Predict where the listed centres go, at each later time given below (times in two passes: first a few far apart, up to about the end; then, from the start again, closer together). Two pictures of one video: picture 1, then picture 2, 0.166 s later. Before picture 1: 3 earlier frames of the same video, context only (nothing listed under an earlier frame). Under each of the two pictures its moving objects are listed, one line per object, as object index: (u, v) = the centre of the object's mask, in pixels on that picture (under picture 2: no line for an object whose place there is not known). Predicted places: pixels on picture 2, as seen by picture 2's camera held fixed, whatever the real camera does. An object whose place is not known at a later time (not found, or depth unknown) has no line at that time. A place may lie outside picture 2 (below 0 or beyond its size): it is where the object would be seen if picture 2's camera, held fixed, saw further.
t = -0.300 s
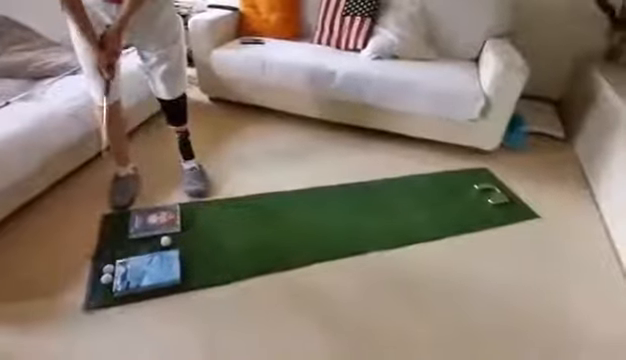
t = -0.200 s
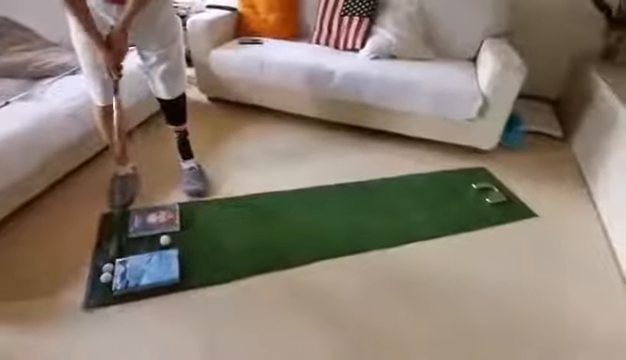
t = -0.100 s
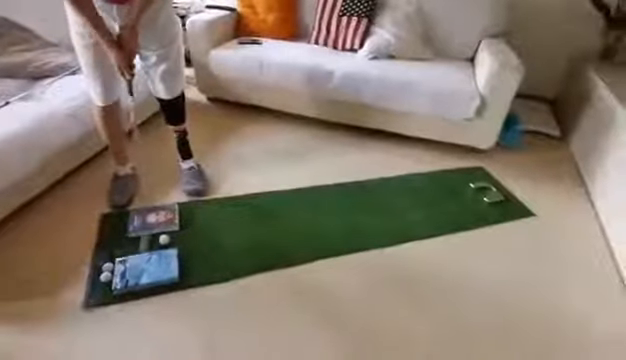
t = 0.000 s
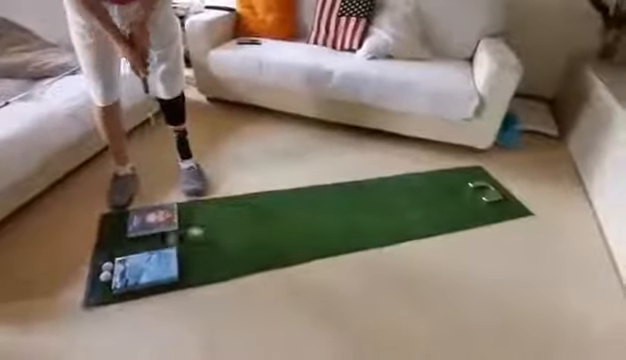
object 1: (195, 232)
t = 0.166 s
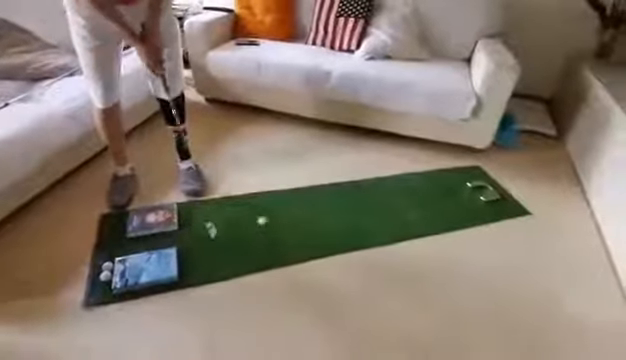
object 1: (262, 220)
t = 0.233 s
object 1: (283, 216)
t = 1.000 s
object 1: (461, 182)
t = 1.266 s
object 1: (460, 182)
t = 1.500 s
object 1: (463, 181)
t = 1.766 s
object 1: (463, 180)
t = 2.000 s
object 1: (464, 181)
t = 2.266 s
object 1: (463, 181)
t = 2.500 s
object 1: (463, 180)
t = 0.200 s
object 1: (272, 218)
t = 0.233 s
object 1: (283, 216)
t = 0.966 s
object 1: (455, 184)
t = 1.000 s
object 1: (461, 182)
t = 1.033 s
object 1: (463, 182)
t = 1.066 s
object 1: (462, 181)
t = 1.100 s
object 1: (461, 181)
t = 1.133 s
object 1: (461, 182)
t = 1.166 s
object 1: (460, 182)
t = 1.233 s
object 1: (460, 182)
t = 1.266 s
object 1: (460, 182)
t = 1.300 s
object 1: (461, 182)
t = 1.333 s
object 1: (461, 181)
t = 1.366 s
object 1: (461, 181)
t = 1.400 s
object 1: (461, 181)
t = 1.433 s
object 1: (462, 181)
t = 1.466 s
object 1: (462, 181)
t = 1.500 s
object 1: (463, 181)
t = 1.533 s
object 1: (463, 181)
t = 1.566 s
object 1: (463, 181)
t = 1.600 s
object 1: (463, 181)
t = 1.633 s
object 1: (463, 180)
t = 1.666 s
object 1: (464, 181)
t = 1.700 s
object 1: (463, 181)
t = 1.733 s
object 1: (464, 180)
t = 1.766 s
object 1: (463, 180)
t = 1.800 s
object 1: (463, 181)
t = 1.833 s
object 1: (463, 180)
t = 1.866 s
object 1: (464, 180)
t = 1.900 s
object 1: (464, 180)
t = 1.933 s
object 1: (464, 180)
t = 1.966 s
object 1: (463, 180)
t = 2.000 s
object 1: (464, 181)
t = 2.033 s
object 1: (463, 181)
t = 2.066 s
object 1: (463, 180)
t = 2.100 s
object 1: (464, 180)
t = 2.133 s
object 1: (463, 181)
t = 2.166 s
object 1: (463, 181)
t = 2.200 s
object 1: (463, 180)
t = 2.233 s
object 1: (463, 180)
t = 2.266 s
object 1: (463, 181)
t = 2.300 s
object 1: (463, 180)
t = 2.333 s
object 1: (463, 180)
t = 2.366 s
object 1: (463, 180)
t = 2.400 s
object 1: (463, 180)
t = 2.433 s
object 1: (463, 181)
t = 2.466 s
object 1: (463, 181)
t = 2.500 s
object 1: (463, 180)
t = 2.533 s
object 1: (463, 180)
